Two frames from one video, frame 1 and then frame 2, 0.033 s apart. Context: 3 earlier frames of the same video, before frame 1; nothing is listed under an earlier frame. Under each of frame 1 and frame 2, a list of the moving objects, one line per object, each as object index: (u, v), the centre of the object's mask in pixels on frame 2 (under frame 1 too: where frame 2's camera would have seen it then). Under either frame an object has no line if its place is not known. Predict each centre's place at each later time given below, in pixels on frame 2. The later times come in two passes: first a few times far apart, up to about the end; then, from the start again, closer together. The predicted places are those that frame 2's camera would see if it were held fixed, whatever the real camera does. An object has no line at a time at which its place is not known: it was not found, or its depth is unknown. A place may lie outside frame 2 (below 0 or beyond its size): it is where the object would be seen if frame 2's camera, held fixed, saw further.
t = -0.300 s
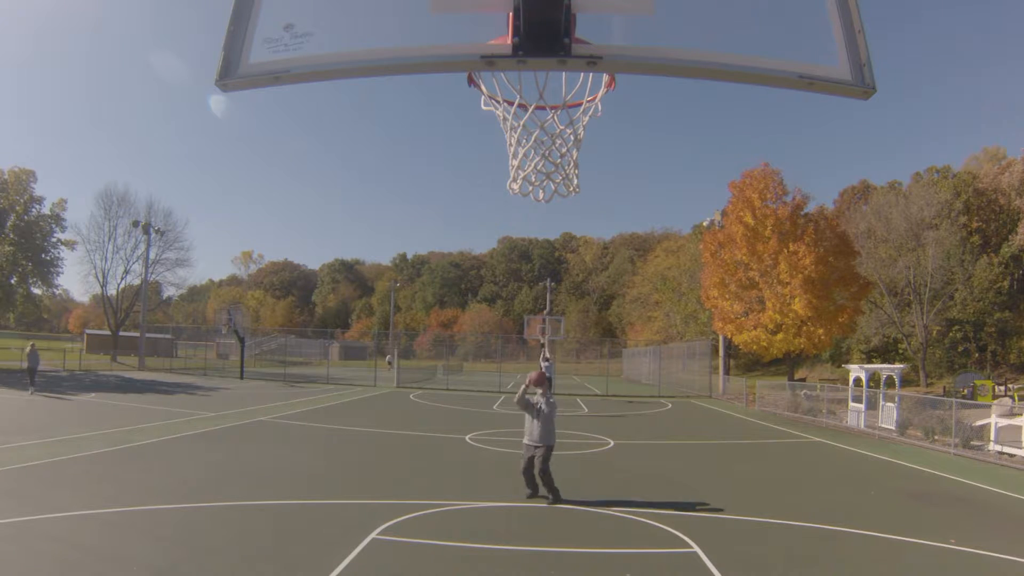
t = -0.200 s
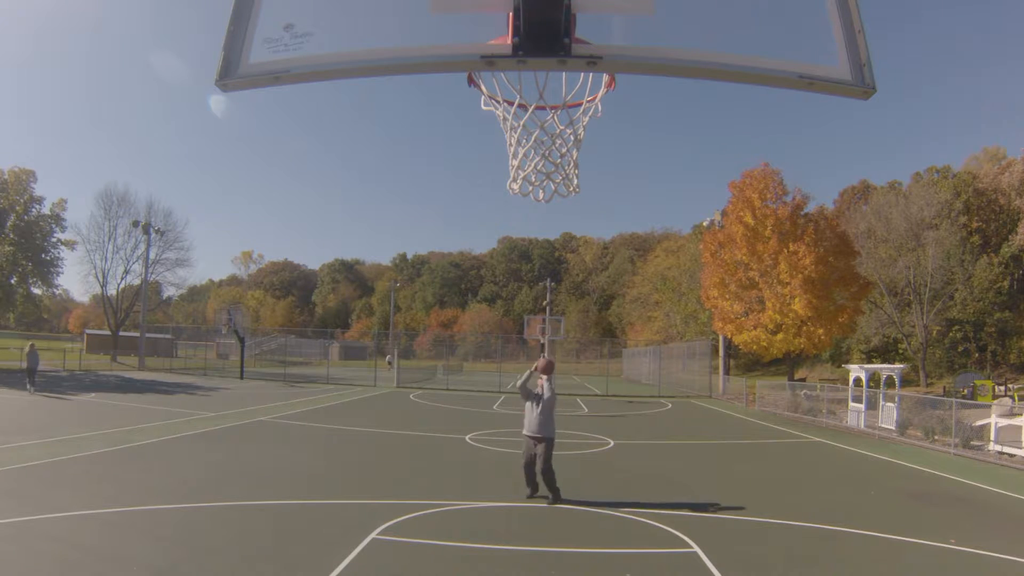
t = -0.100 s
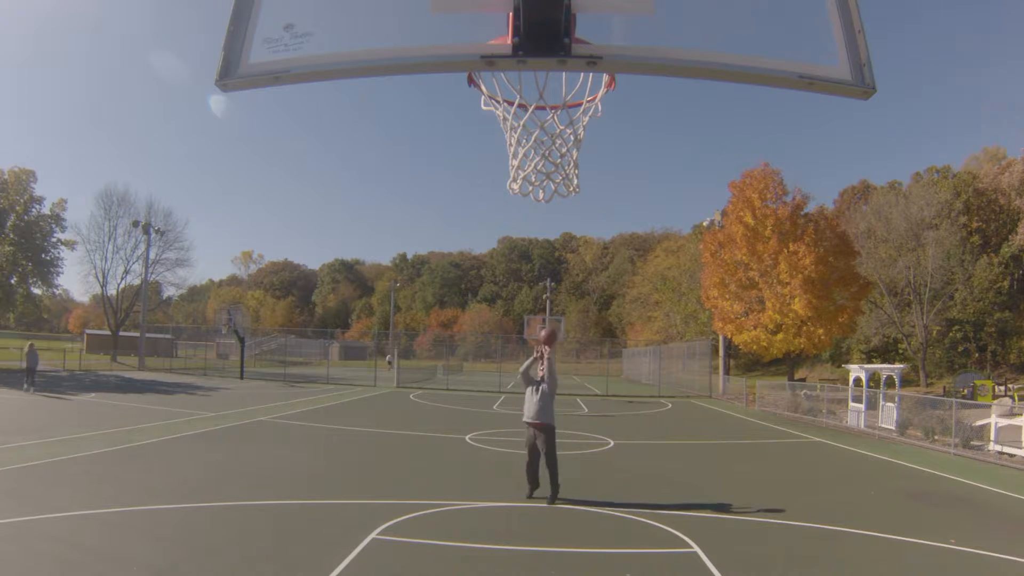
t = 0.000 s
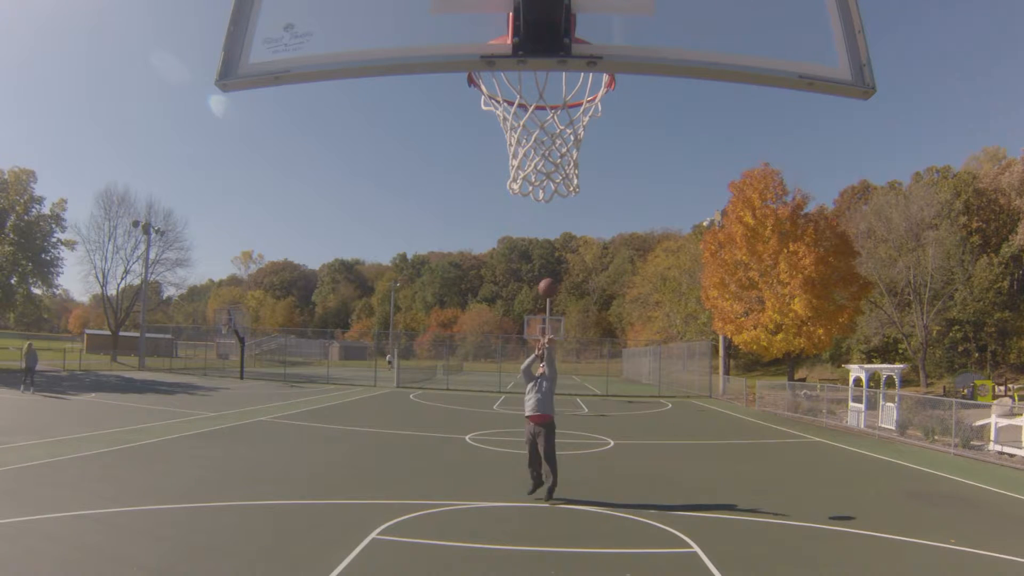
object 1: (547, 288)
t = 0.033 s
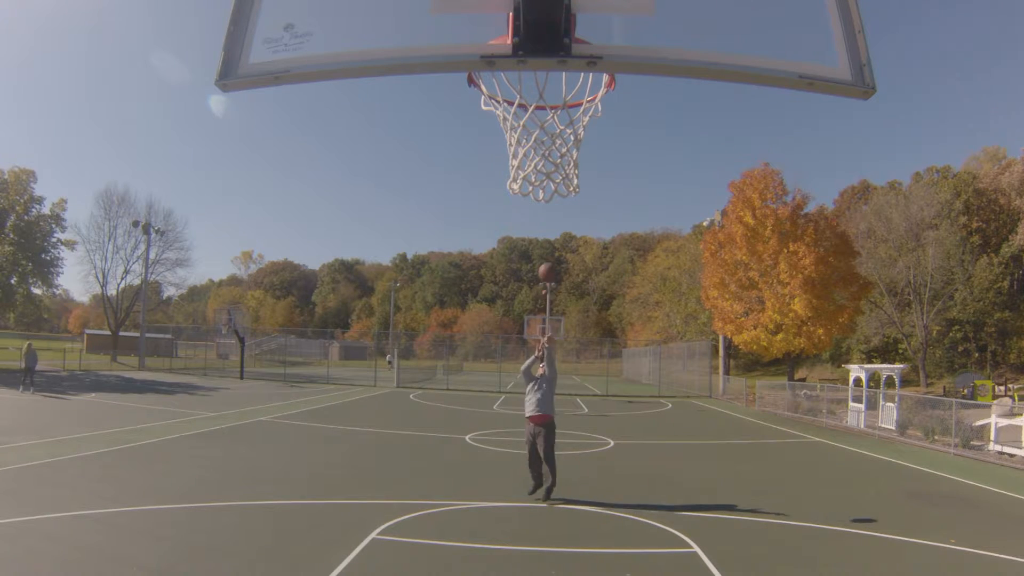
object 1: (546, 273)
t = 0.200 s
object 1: (548, 200)
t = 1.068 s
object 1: (517, 98)
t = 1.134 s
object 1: (531, 94)
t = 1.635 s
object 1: (525, 318)
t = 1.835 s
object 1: (494, 512)
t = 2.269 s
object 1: (438, 565)
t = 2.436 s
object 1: (413, 469)
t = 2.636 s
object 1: (385, 418)
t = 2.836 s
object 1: (359, 449)
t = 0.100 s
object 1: (548, 243)
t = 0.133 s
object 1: (548, 227)
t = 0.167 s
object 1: (548, 214)
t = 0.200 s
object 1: (548, 200)
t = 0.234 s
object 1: (548, 190)
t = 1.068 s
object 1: (517, 98)
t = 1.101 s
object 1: (521, 101)
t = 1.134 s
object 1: (531, 94)
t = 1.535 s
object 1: (541, 240)
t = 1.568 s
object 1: (536, 264)
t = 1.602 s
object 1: (530, 290)
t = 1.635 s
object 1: (525, 318)
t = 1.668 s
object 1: (519, 347)
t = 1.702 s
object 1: (514, 378)
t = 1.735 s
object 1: (509, 411)
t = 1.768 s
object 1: (504, 443)
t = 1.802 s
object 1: (499, 478)
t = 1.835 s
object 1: (494, 512)
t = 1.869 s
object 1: (490, 546)
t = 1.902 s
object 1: (486, 566)
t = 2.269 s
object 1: (438, 565)
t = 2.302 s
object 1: (433, 551)
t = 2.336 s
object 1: (428, 528)
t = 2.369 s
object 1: (423, 506)
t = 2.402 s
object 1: (418, 486)
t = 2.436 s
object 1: (413, 469)
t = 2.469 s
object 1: (408, 455)
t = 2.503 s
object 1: (403, 443)
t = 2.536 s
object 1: (398, 433)
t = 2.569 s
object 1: (393, 426)
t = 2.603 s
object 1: (389, 421)
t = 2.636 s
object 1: (385, 418)
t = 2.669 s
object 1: (380, 418)
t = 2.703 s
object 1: (376, 420)
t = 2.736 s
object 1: (371, 424)
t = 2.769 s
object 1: (367, 431)
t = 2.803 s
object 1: (363, 439)
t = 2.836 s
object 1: (359, 449)
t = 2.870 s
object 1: (355, 461)
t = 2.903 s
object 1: (351, 475)
